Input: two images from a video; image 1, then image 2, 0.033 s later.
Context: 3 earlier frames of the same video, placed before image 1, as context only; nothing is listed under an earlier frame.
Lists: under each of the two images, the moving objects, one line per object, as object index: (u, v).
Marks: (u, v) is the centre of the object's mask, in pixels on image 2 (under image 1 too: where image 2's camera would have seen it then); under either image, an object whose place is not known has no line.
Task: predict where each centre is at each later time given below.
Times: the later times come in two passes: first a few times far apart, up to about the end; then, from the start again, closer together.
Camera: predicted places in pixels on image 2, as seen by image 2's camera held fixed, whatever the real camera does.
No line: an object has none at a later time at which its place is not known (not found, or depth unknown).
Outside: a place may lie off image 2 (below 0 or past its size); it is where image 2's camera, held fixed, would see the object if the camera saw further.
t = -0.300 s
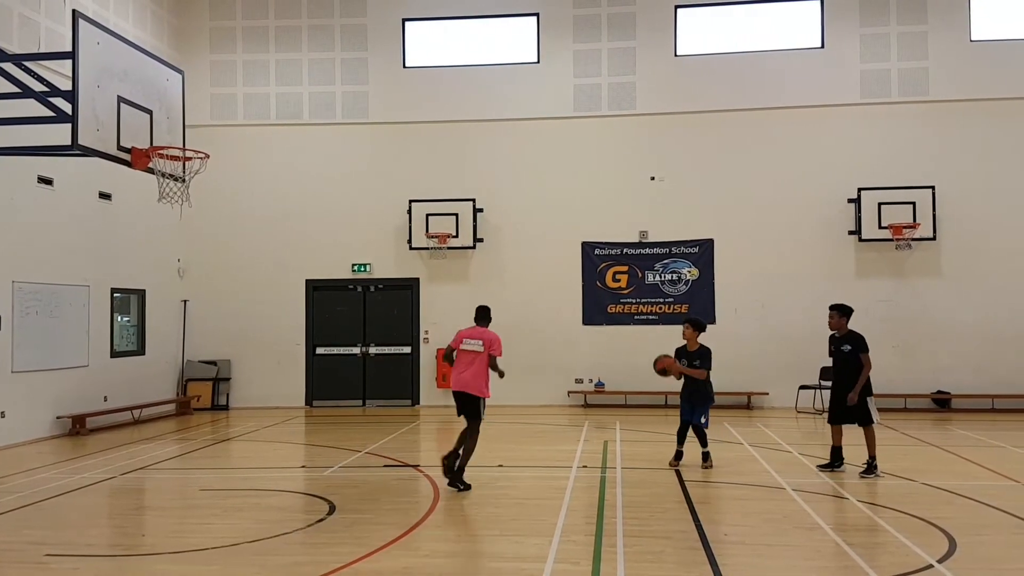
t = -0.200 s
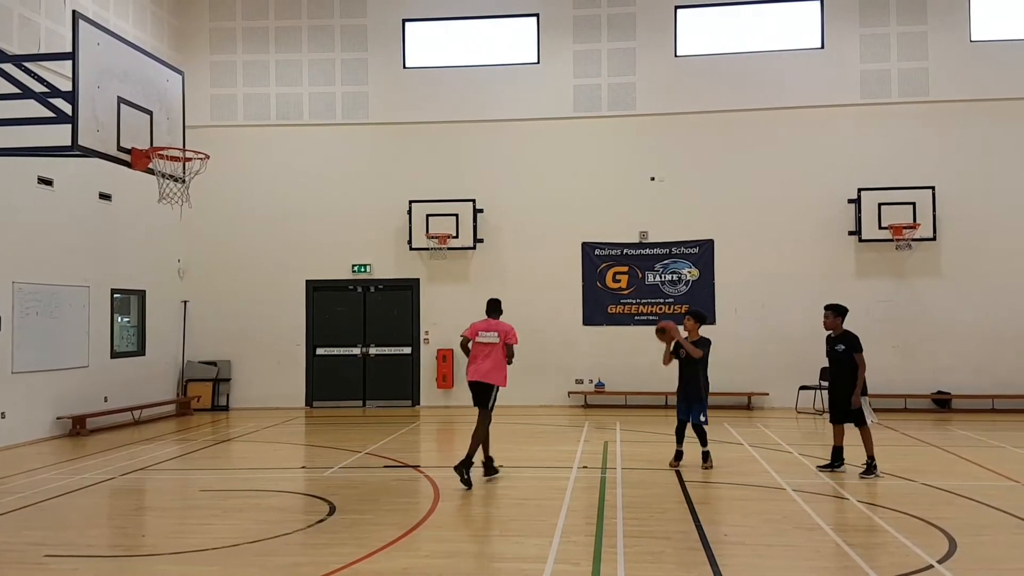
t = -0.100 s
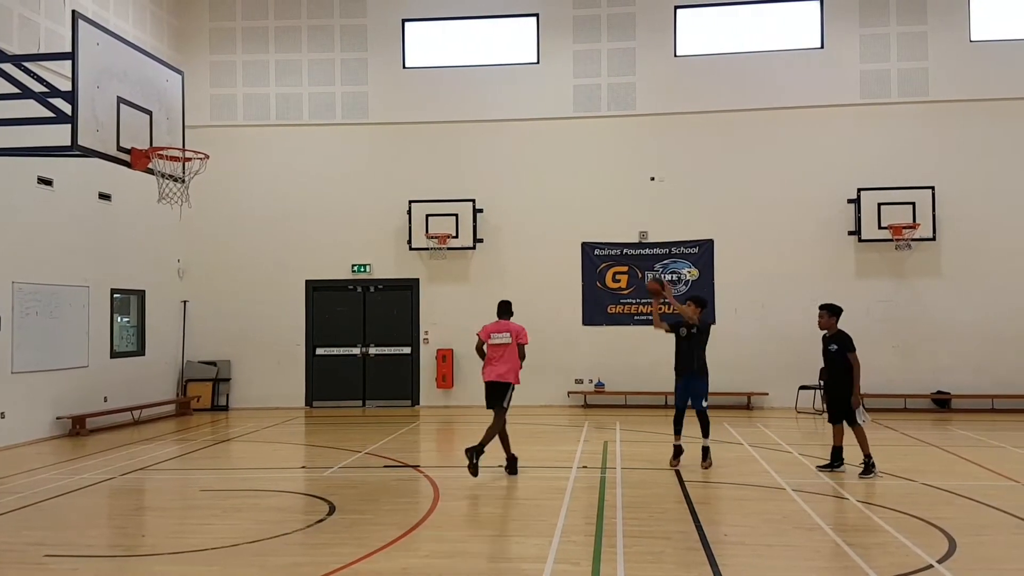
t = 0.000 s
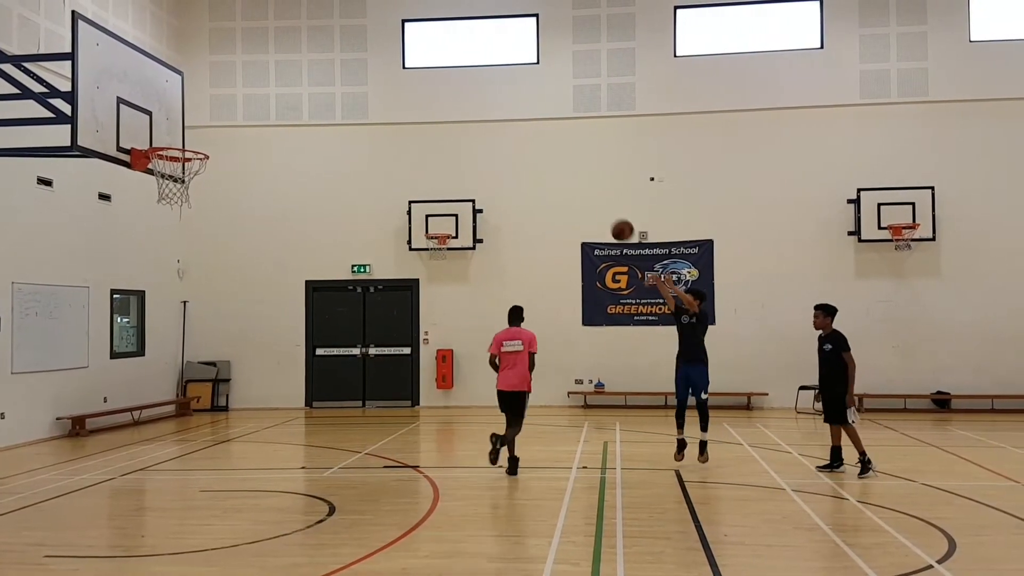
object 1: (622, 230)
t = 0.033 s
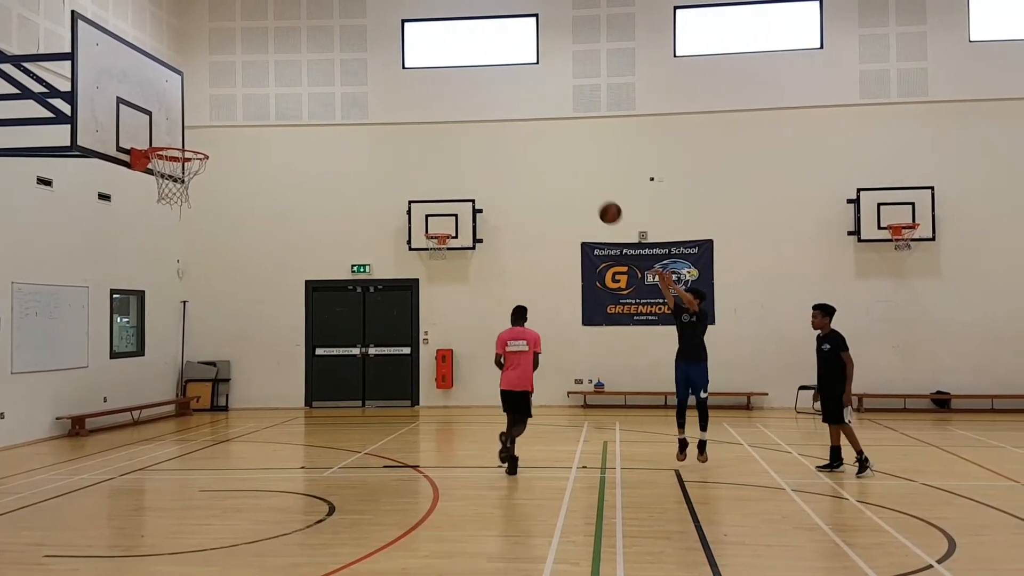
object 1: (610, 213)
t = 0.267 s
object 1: (524, 113)
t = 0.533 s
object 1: (418, 55)
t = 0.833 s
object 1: (285, 72)
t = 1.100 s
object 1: (154, 174)
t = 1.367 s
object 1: (119, 255)
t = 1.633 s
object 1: (80, 432)
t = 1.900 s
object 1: (91, 426)
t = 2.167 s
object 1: (128, 342)
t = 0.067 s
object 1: (598, 196)
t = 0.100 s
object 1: (586, 180)
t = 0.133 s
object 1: (574, 165)
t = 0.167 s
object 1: (562, 151)
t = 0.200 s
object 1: (549, 138)
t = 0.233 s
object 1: (537, 125)
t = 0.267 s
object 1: (524, 113)
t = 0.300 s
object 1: (511, 103)
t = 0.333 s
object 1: (498, 93)
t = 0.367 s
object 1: (485, 84)
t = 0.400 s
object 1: (472, 77)
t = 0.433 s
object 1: (459, 70)
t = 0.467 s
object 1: (445, 64)
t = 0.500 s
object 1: (432, 59)
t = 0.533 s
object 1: (418, 55)
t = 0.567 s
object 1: (403, 52)
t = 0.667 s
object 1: (361, 51)
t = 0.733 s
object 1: (331, 55)
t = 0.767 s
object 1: (316, 59)
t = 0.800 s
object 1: (301, 65)
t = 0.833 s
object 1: (285, 72)
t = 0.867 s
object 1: (269, 79)
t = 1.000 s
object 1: (204, 125)
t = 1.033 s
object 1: (187, 139)
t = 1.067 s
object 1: (169, 157)
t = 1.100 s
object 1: (154, 174)
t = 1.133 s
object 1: (148, 181)
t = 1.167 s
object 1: (144, 186)
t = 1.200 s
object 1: (140, 194)
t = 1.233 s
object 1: (136, 203)
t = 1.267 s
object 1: (132, 214)
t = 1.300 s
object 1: (128, 226)
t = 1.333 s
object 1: (124, 240)
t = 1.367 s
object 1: (119, 255)
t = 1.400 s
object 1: (115, 271)
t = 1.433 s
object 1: (110, 289)
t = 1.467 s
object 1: (104, 309)
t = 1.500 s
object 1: (100, 331)
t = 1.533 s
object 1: (96, 353)
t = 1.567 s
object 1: (91, 377)
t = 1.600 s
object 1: (86, 403)
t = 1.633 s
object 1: (80, 432)
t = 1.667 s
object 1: (74, 462)
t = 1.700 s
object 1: (68, 494)
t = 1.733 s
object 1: (64, 524)
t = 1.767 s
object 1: (69, 503)
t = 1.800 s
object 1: (74, 482)
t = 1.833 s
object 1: (79, 462)
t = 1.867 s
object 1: (84, 443)
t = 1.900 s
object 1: (91, 426)
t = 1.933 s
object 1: (95, 411)
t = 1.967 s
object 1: (99, 396)
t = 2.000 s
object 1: (104, 384)
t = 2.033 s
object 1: (109, 373)
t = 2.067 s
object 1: (114, 363)
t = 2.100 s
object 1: (119, 355)
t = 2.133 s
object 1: (124, 348)
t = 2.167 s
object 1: (128, 342)
